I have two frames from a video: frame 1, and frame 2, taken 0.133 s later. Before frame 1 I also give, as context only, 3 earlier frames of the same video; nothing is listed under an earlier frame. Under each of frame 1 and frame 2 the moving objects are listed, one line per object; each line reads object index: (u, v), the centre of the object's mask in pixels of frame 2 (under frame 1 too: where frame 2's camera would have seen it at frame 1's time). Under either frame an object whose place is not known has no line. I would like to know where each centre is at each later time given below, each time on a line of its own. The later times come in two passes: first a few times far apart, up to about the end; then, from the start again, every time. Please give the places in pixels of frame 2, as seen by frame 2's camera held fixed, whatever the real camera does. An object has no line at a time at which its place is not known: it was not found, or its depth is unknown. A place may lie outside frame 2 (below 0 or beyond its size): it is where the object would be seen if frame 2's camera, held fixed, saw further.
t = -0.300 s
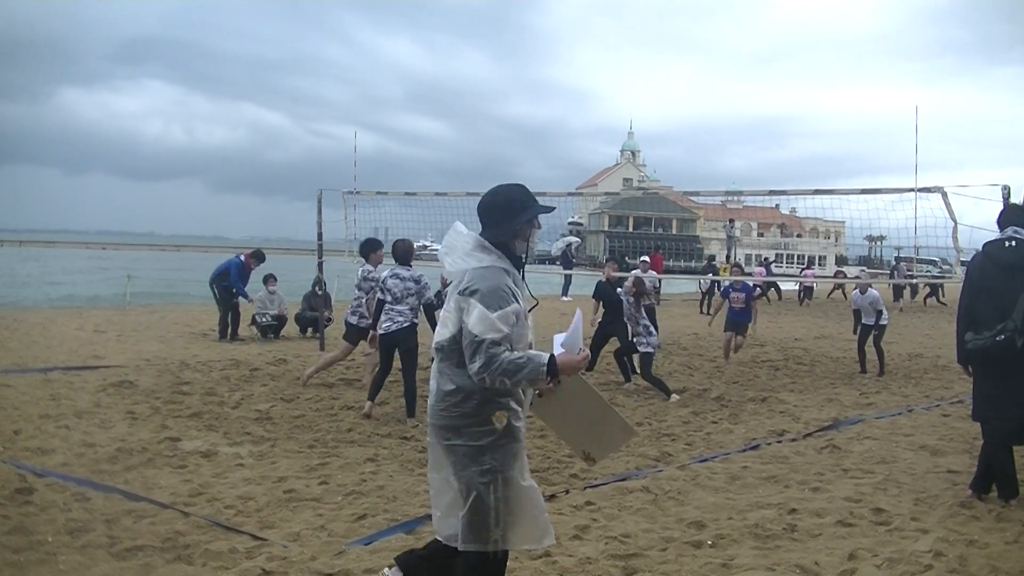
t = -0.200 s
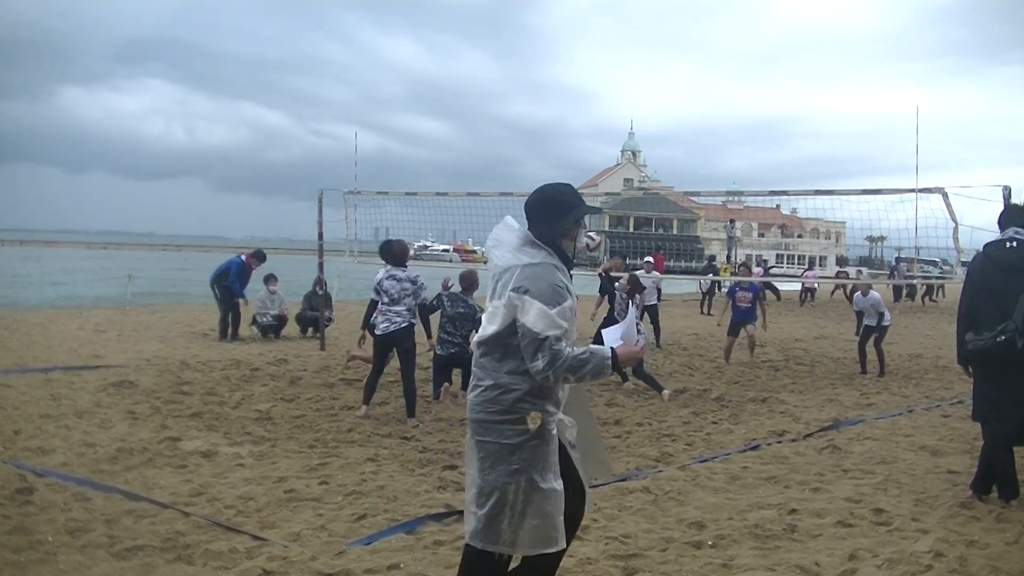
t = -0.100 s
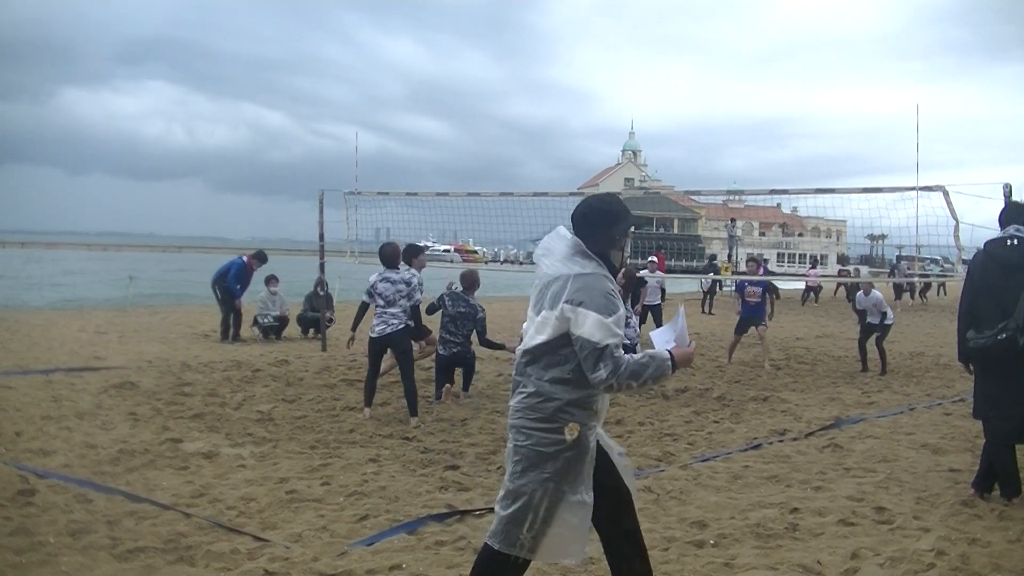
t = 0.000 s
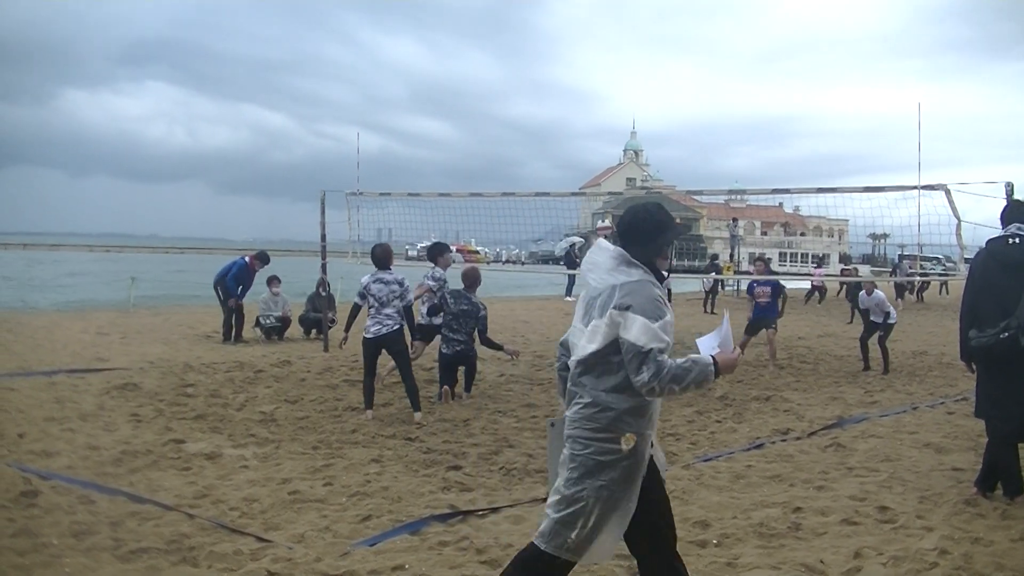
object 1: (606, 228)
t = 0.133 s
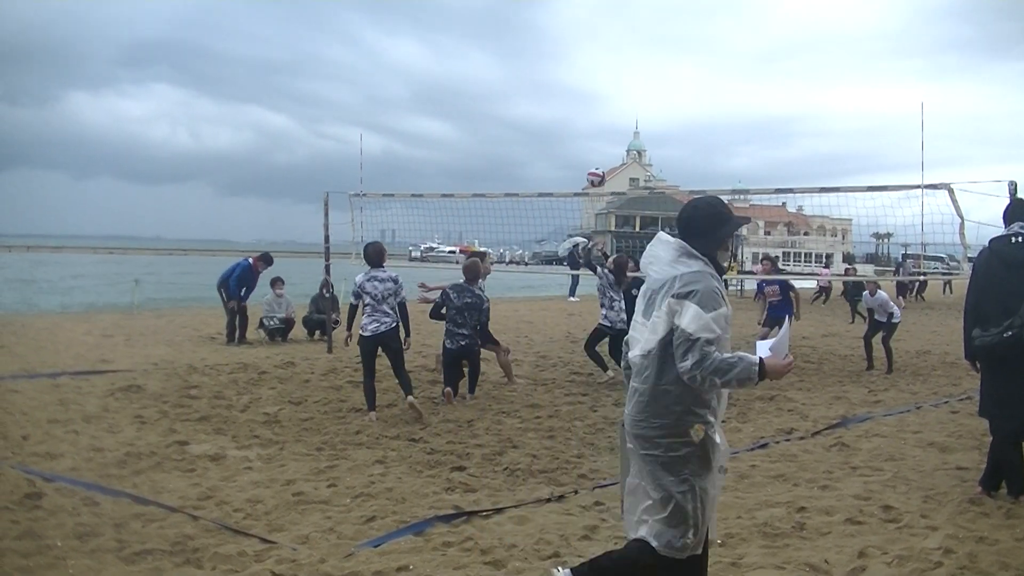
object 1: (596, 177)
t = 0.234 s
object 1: (589, 150)
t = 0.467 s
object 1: (573, 122)
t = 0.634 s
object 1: (563, 131)
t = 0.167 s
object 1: (594, 168)
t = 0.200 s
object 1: (591, 158)
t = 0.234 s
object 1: (589, 150)
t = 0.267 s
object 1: (587, 143)
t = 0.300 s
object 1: (585, 137)
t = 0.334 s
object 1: (582, 132)
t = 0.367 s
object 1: (580, 128)
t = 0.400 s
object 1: (578, 125)
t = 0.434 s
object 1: (576, 123)
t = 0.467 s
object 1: (573, 122)
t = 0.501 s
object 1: (571, 122)
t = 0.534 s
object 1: (569, 123)
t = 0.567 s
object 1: (567, 125)
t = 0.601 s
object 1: (565, 127)
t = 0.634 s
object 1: (563, 131)
